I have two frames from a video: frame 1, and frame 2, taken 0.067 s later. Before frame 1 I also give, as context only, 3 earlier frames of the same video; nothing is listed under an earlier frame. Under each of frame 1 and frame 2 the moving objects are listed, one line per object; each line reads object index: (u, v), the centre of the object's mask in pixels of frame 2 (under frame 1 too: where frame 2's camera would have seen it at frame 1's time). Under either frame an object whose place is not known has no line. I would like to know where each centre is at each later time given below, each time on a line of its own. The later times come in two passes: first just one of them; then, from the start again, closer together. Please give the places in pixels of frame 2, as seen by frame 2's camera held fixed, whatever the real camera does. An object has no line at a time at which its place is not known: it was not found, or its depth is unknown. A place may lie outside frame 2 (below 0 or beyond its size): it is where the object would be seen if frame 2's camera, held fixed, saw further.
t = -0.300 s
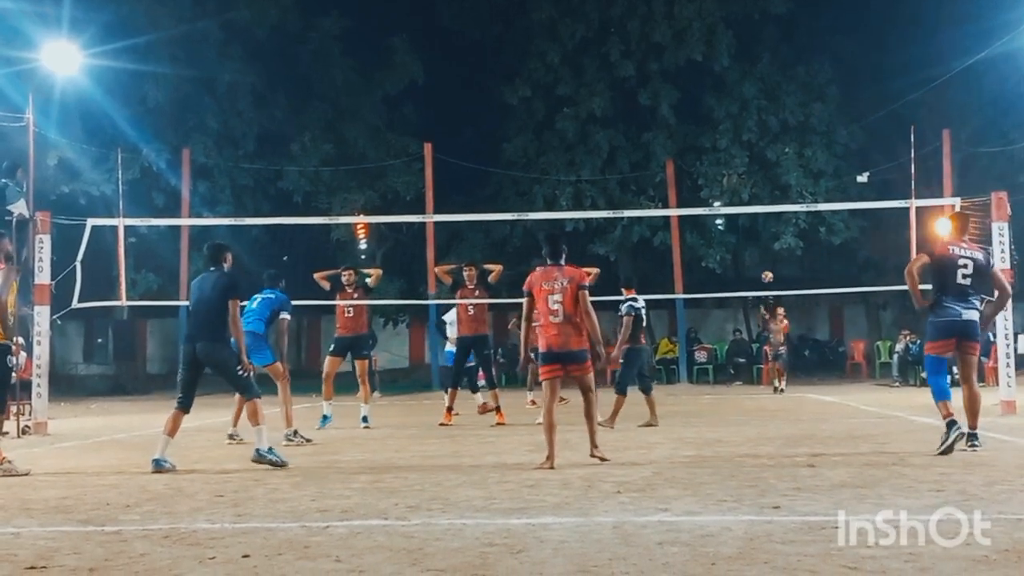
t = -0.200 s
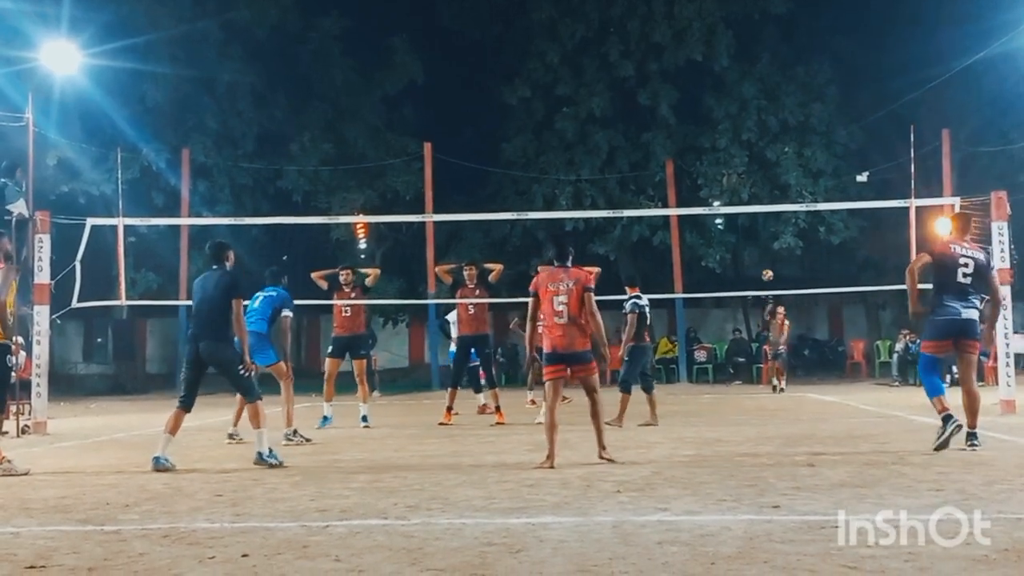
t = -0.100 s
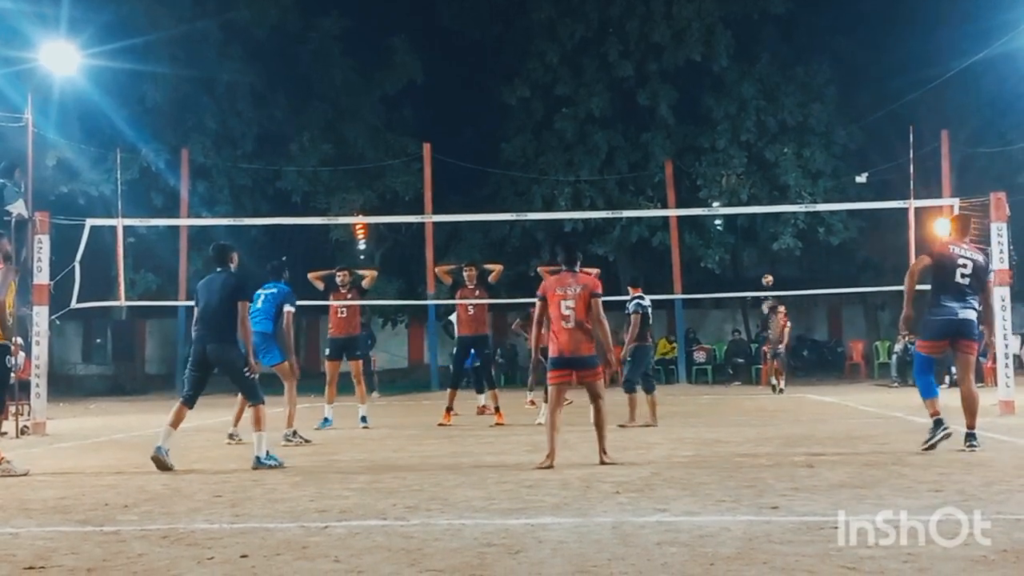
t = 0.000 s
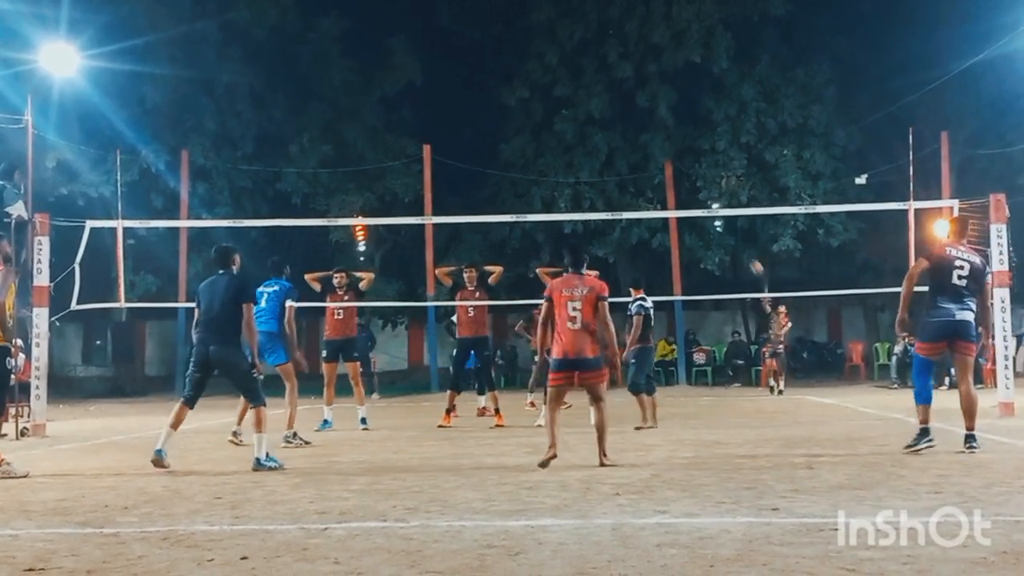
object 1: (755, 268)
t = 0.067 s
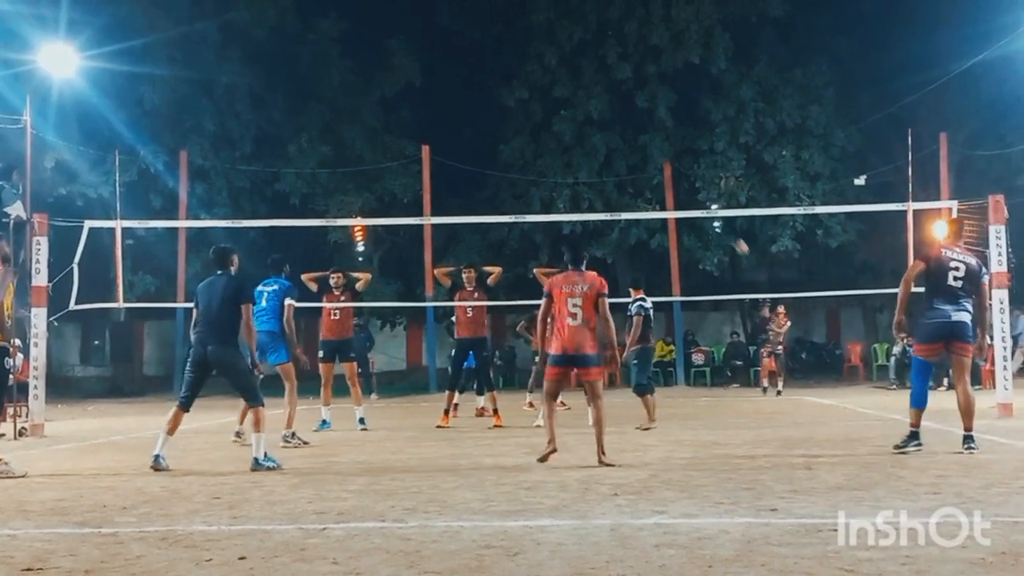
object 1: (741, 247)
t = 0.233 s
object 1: (701, 199)
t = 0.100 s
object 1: (733, 237)
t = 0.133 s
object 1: (725, 227)
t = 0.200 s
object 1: (709, 205)
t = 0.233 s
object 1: (701, 199)
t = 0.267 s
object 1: (693, 192)
